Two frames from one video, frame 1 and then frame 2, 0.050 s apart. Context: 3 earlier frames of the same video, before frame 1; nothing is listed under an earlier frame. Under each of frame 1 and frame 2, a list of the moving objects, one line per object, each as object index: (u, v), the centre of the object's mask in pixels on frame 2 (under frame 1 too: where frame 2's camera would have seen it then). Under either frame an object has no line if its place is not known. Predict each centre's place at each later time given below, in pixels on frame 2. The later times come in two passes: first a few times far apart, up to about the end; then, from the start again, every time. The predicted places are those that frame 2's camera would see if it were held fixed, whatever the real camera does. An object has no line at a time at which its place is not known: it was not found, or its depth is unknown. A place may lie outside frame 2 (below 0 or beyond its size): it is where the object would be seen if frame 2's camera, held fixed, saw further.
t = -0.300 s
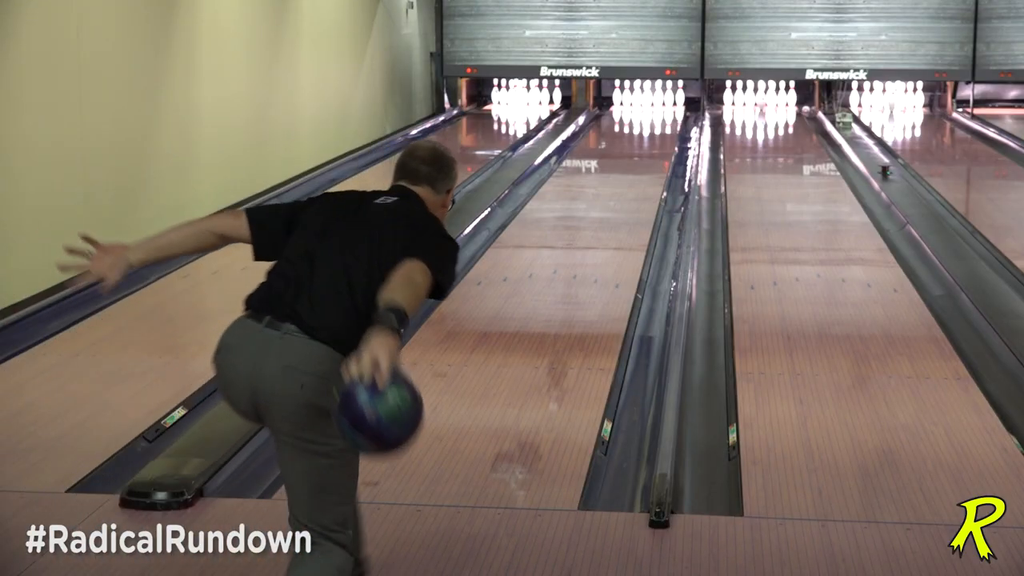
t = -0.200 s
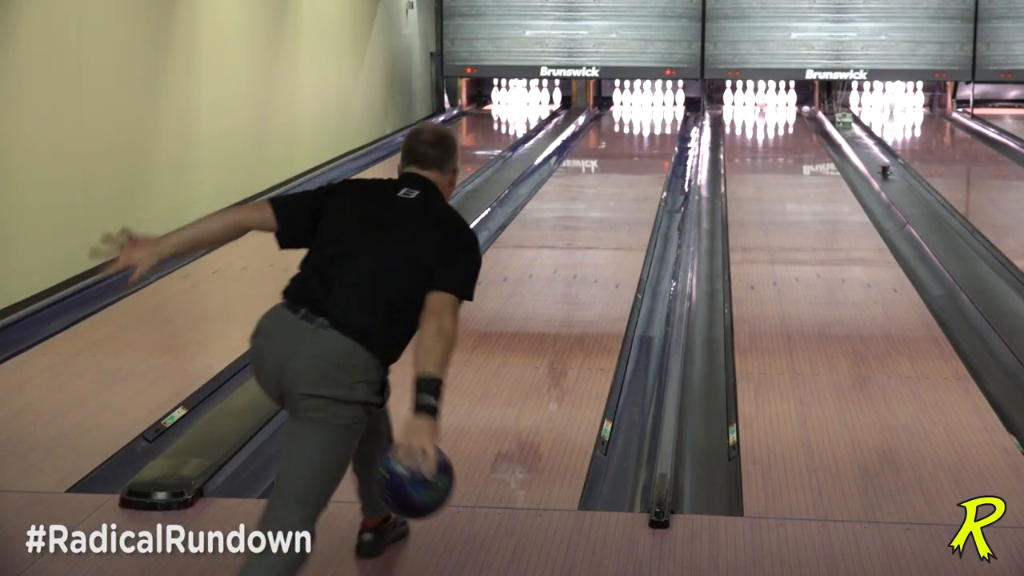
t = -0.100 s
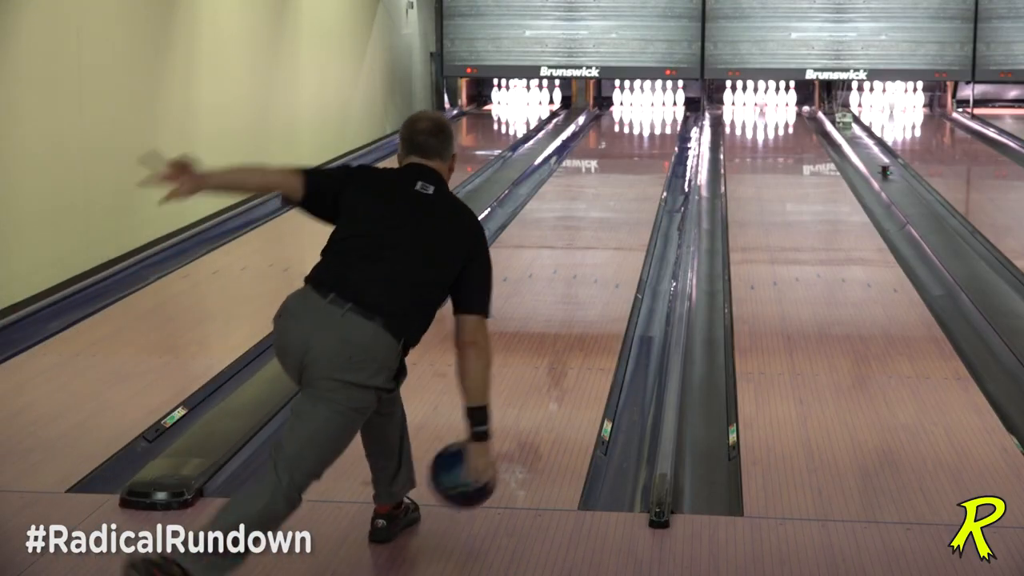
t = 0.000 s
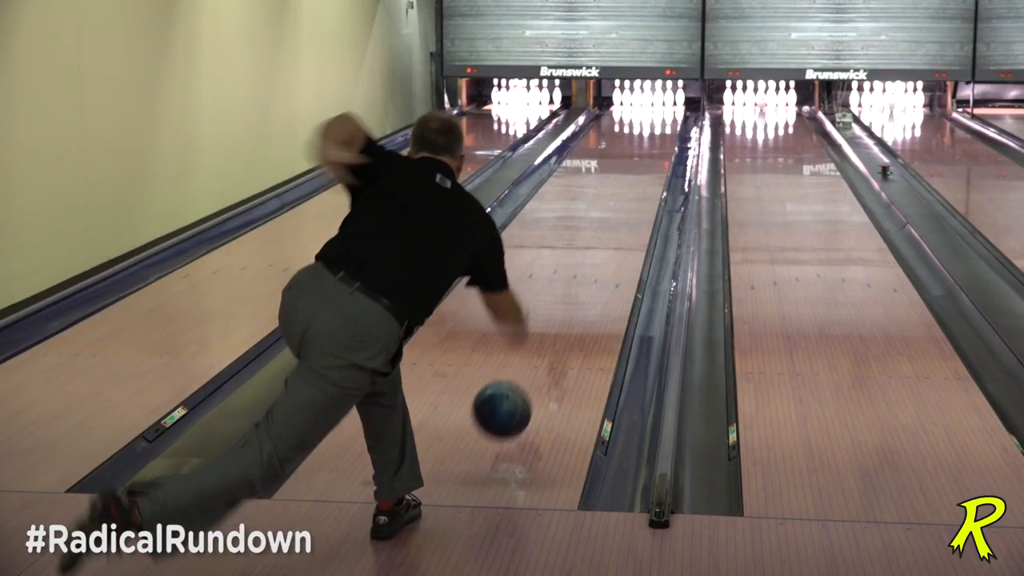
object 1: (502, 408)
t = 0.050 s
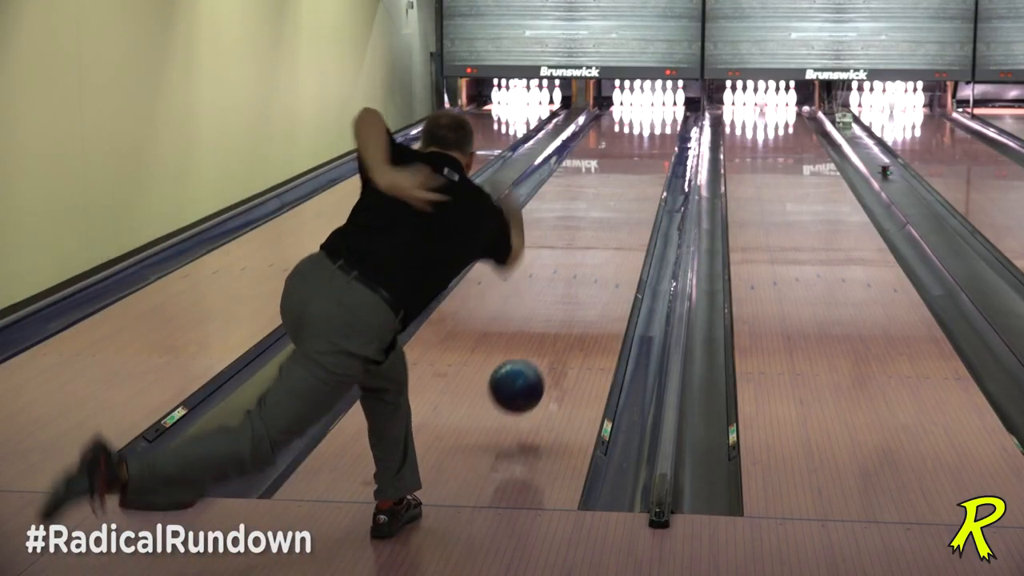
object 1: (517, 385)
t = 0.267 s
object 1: (563, 328)
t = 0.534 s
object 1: (598, 260)
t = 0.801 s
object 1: (621, 212)
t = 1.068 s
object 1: (636, 180)
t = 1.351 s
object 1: (648, 154)
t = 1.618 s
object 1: (656, 136)
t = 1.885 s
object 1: (658, 121)
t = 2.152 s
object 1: (657, 109)
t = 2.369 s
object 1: (654, 103)
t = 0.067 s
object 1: (521, 380)
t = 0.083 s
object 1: (525, 375)
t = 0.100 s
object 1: (530, 370)
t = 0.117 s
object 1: (533, 367)
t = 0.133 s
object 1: (537, 364)
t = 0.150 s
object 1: (541, 362)
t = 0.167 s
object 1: (544, 361)
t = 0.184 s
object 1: (547, 359)
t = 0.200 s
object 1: (551, 352)
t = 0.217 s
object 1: (554, 345)
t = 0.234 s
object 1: (557, 339)
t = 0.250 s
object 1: (560, 333)
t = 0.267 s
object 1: (563, 328)
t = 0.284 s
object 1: (566, 324)
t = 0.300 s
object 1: (568, 318)
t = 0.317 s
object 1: (571, 313)
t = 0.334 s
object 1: (573, 308)
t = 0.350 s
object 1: (576, 303)
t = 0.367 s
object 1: (578, 299)
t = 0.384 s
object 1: (580, 294)
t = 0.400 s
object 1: (583, 290)
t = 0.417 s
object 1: (585, 285)
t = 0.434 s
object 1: (587, 281)
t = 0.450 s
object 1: (589, 277)
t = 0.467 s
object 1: (591, 274)
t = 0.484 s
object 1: (593, 270)
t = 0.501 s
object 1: (594, 266)
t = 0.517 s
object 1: (597, 263)
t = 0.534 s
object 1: (598, 260)
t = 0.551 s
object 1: (600, 256)
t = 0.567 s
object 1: (602, 253)
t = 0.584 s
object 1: (603, 249)
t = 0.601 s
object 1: (605, 246)
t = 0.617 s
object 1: (606, 243)
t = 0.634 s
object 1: (608, 240)
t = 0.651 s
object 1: (609, 237)
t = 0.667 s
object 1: (611, 233)
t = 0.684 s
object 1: (612, 231)
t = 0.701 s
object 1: (614, 228)
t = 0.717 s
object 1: (615, 225)
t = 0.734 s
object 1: (616, 222)
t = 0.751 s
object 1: (617, 220)
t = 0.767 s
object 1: (618, 218)
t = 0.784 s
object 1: (620, 215)
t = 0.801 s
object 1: (621, 212)
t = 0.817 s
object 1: (622, 210)
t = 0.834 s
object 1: (623, 208)
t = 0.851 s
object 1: (624, 206)
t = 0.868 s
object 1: (625, 203)
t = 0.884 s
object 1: (626, 201)
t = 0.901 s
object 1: (627, 199)
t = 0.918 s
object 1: (628, 197)
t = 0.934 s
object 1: (629, 195)
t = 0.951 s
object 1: (630, 193)
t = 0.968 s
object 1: (631, 191)
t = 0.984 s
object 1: (632, 189)
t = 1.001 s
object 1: (633, 187)
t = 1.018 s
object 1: (634, 185)
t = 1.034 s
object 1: (635, 183)
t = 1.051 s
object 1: (636, 181)
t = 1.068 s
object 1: (636, 180)
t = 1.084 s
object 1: (637, 178)
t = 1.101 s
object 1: (638, 177)
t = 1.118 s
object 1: (639, 175)
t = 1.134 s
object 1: (639, 173)
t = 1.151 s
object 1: (640, 172)
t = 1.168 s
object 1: (641, 170)
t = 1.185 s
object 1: (641, 169)
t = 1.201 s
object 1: (642, 167)
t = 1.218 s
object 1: (643, 166)
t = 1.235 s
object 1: (644, 164)
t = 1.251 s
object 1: (644, 163)
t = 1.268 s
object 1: (645, 161)
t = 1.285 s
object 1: (645, 160)
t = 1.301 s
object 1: (646, 158)
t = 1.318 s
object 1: (647, 157)
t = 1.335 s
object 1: (647, 156)
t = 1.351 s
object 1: (648, 154)
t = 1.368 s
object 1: (648, 153)
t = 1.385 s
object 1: (649, 152)
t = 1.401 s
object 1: (650, 151)
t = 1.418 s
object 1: (650, 149)
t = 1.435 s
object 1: (651, 148)
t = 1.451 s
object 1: (651, 146)
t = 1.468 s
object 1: (652, 145)
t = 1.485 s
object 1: (652, 144)
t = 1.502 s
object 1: (653, 143)
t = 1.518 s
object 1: (653, 142)
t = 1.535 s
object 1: (654, 141)
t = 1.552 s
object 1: (654, 140)
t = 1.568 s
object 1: (654, 139)
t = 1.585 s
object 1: (655, 138)
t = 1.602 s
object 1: (655, 137)
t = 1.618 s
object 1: (656, 136)
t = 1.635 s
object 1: (656, 135)
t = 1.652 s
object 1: (656, 134)
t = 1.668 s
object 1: (657, 133)
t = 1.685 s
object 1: (657, 132)
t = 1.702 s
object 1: (657, 131)
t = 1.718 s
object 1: (657, 130)
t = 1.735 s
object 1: (657, 129)
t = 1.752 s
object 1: (657, 128)
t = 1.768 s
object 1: (658, 127)
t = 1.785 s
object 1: (658, 126)
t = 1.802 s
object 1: (658, 125)
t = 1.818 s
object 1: (658, 125)
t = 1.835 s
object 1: (658, 124)
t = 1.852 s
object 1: (658, 123)
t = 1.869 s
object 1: (658, 122)
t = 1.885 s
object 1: (658, 121)
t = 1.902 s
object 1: (658, 121)
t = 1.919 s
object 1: (659, 120)
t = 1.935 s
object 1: (658, 119)
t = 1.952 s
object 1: (659, 118)
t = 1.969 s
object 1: (659, 118)
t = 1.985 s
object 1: (658, 117)
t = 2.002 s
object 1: (658, 116)
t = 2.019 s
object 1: (658, 115)
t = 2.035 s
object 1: (658, 115)
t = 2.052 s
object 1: (658, 114)
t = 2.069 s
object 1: (658, 113)
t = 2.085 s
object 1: (658, 112)
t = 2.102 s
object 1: (658, 112)
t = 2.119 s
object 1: (658, 111)
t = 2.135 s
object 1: (658, 110)
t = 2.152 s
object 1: (657, 109)
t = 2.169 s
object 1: (657, 109)
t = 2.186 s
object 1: (657, 108)
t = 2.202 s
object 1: (657, 108)
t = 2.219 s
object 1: (657, 107)
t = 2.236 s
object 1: (656, 107)
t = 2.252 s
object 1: (656, 106)
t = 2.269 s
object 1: (656, 106)
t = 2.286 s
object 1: (655, 105)
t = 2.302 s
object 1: (655, 104)
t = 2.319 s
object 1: (655, 104)
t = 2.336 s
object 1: (655, 104)
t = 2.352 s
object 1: (654, 103)
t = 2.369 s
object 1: (654, 103)
